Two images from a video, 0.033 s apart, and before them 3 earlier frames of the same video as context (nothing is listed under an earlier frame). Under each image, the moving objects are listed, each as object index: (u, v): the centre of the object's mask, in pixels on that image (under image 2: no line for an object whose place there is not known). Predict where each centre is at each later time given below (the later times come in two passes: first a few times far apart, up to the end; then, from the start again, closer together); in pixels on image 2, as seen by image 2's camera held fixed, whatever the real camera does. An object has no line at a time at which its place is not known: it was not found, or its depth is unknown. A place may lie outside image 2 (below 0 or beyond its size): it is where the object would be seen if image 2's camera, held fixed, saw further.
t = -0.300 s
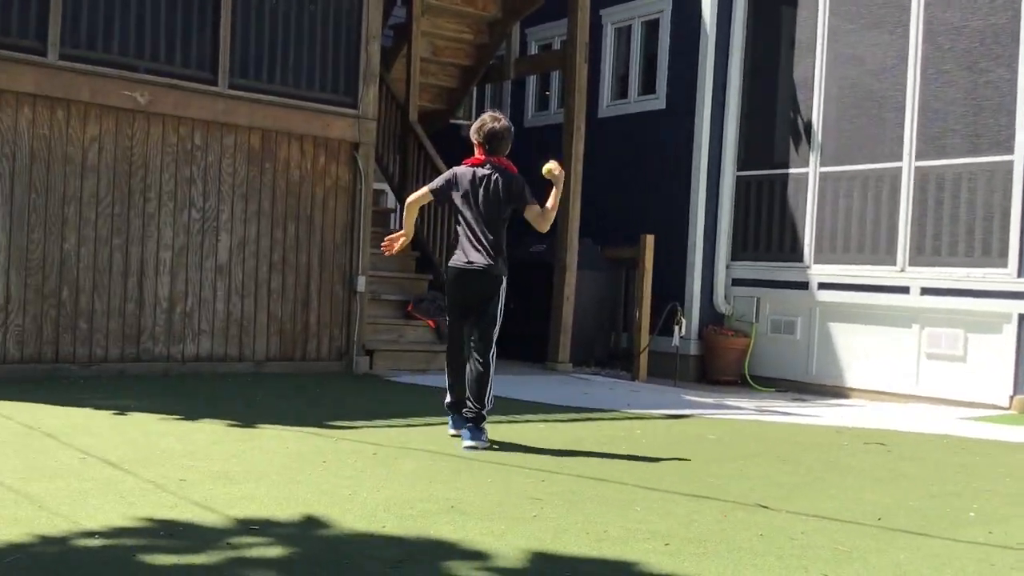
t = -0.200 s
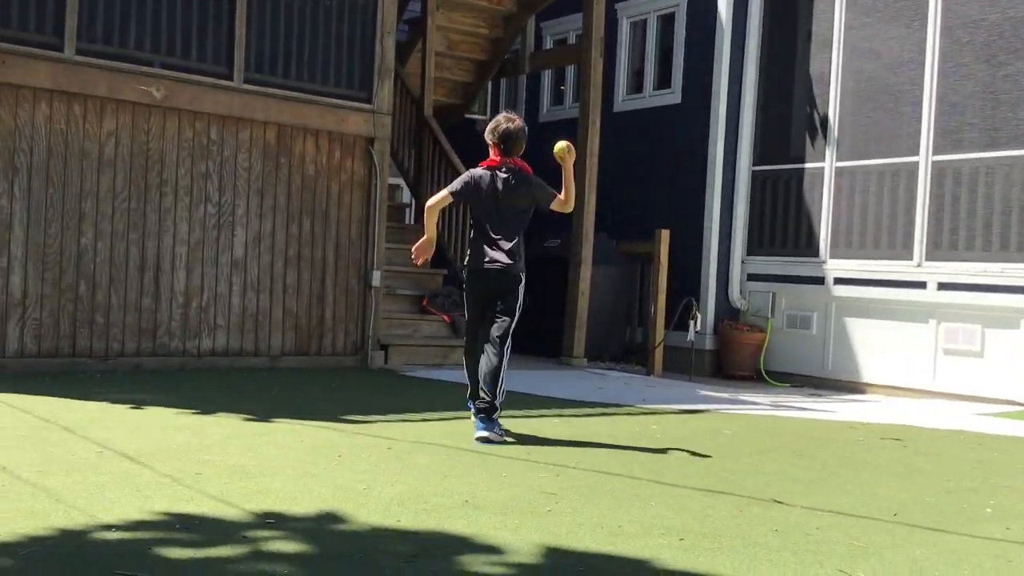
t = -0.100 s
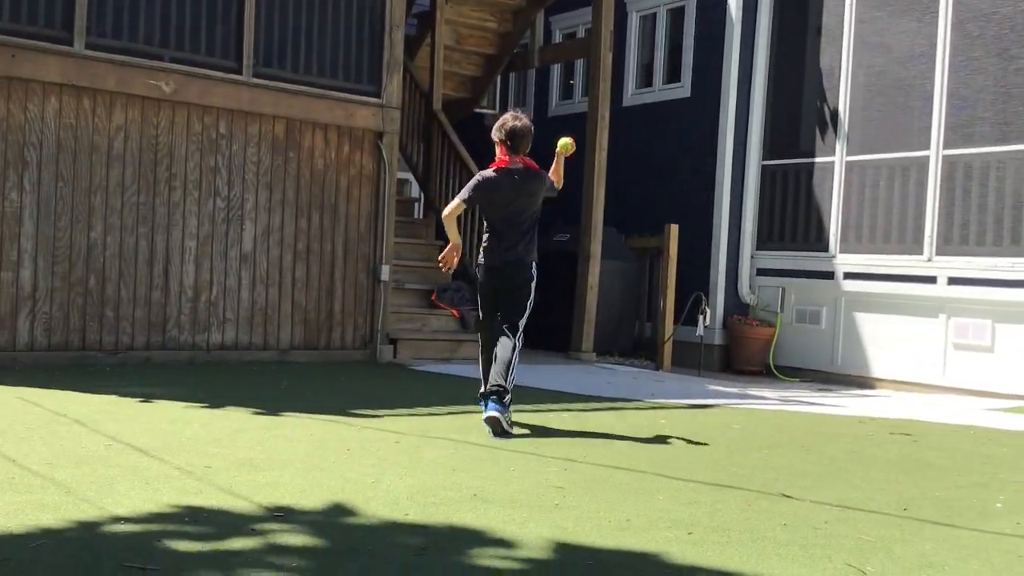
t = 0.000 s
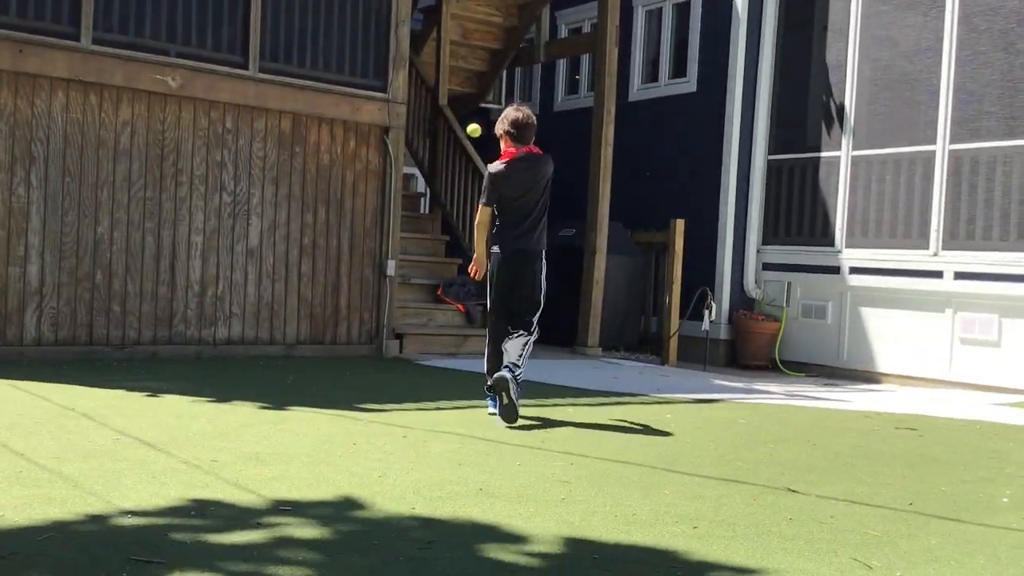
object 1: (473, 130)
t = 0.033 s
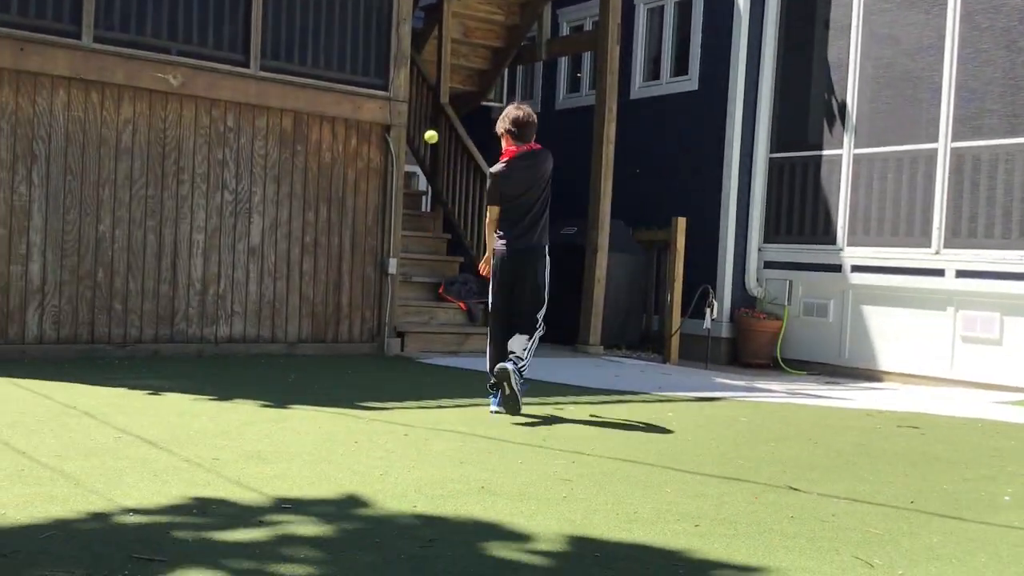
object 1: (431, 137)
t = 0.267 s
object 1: (195, 223)
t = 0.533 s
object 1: (268, 350)
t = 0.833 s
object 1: (346, 295)
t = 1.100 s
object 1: (423, 360)
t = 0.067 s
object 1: (390, 146)
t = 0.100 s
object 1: (352, 157)
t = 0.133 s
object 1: (316, 168)
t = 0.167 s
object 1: (283, 180)
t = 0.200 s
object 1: (252, 194)
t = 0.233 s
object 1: (222, 209)
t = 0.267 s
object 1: (195, 223)
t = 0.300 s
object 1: (198, 233)
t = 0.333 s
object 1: (204, 242)
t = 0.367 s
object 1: (217, 254)
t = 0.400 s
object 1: (227, 268)
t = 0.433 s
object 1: (237, 285)
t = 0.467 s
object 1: (247, 303)
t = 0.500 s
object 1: (258, 325)
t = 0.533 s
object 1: (268, 350)
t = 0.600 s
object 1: (288, 364)
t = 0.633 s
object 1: (295, 349)
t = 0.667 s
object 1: (303, 335)
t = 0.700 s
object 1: (312, 324)
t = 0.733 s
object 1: (320, 313)
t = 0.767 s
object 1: (329, 305)
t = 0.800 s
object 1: (337, 299)
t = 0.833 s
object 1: (346, 295)
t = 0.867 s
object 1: (355, 293)
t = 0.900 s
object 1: (364, 294)
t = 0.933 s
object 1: (373, 298)
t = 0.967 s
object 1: (383, 304)
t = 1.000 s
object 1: (392, 314)
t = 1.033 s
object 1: (402, 326)
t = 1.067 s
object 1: (412, 341)
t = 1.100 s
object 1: (423, 360)
